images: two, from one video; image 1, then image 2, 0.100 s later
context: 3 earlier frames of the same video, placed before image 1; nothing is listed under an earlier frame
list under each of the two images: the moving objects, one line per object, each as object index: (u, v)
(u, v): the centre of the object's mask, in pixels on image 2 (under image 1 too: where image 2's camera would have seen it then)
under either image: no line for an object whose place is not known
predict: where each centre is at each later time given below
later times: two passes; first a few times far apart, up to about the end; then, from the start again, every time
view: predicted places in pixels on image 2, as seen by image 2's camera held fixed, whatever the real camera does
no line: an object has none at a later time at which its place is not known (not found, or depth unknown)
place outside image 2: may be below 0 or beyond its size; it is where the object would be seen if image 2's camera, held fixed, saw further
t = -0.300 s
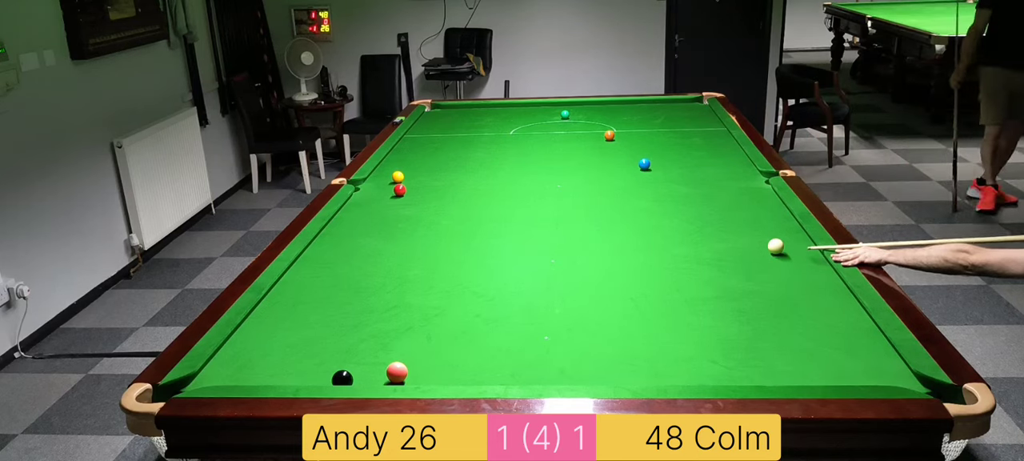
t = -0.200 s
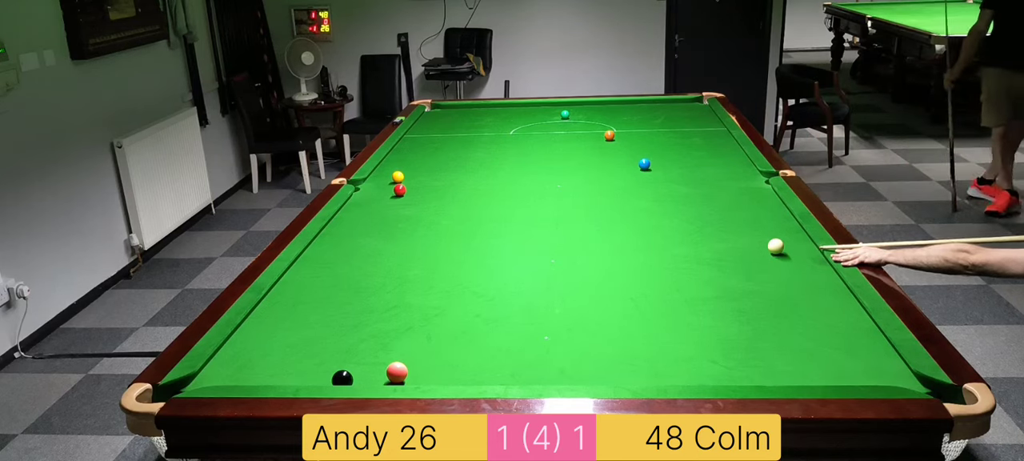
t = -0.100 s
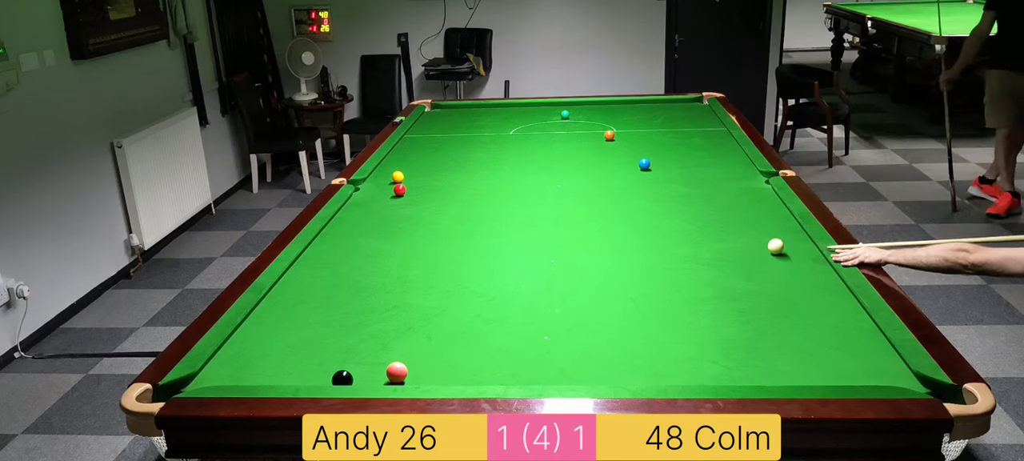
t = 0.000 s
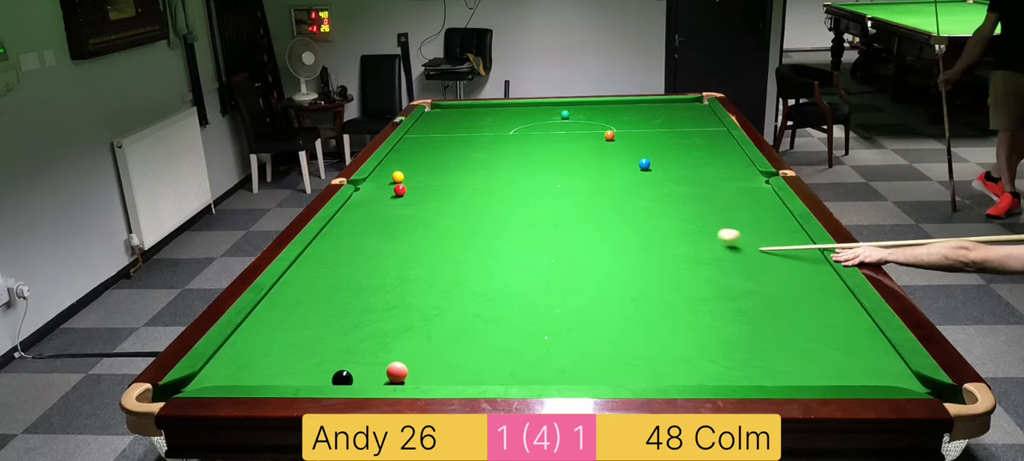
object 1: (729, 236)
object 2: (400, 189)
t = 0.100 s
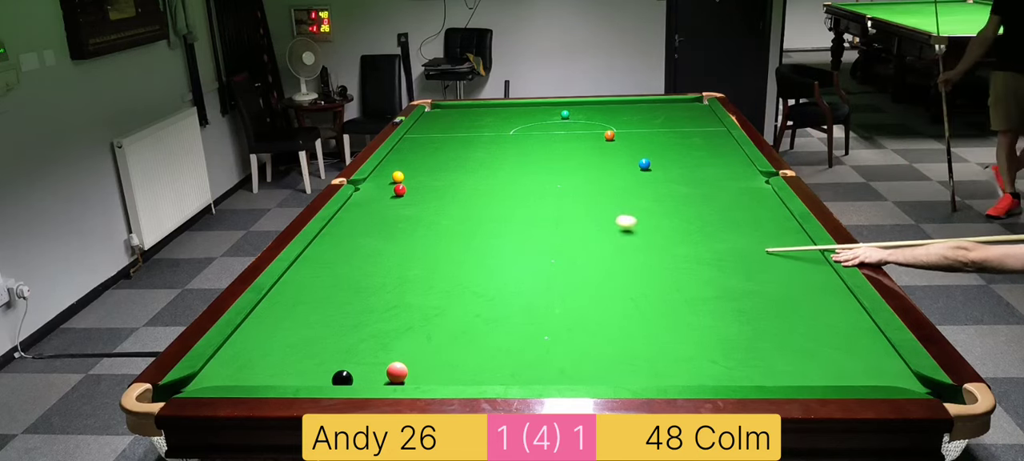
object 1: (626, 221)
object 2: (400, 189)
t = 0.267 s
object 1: (487, 203)
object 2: (400, 189)
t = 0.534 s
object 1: (408, 192)
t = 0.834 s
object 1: (408, 193)
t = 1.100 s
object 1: (409, 193)
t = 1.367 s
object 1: (409, 193)
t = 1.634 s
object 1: (409, 193)
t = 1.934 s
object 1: (409, 193)
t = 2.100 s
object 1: (409, 193)
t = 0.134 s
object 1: (595, 218)
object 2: (400, 189)
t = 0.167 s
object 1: (566, 214)
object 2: (400, 189)
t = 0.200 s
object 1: (538, 210)
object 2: (400, 189)
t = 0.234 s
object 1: (512, 206)
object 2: (400, 189)
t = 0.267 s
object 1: (487, 203)
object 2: (400, 189)
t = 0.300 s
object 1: (464, 199)
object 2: (399, 189)
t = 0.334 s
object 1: (441, 196)
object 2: (399, 190)
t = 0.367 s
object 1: (420, 193)
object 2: (399, 190)
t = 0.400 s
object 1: (409, 191)
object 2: (391, 188)
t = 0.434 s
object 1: (408, 191)
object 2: (374, 185)
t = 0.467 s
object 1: (408, 192)
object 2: (357, 182)
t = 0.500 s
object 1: (408, 192)
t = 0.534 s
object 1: (408, 192)
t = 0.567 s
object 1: (408, 192)
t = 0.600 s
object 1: (408, 192)
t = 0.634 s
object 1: (408, 192)
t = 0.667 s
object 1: (408, 192)
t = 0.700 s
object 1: (408, 192)
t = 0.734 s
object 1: (408, 192)
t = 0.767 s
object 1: (408, 192)
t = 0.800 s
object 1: (408, 193)
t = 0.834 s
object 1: (408, 193)
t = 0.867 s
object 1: (408, 193)
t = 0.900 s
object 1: (408, 193)
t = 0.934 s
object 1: (408, 193)
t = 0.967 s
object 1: (408, 193)
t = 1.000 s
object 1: (409, 193)
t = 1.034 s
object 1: (408, 193)
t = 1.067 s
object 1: (409, 193)
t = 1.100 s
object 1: (409, 193)
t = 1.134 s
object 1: (409, 193)
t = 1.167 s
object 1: (409, 193)
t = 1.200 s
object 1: (409, 193)
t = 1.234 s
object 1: (409, 193)
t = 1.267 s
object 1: (409, 193)
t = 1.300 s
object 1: (409, 193)
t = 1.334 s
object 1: (409, 193)
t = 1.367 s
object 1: (409, 193)
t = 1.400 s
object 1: (409, 193)
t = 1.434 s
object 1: (409, 193)
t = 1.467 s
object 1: (409, 193)
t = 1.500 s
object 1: (409, 193)
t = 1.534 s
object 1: (409, 193)
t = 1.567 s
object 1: (409, 193)
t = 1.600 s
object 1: (409, 193)
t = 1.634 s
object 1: (409, 193)
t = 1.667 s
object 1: (409, 193)
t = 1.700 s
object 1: (409, 193)
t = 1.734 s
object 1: (409, 193)
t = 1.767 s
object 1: (409, 193)
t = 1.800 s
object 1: (409, 193)
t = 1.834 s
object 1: (409, 193)
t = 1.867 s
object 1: (409, 193)
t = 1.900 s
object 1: (409, 193)
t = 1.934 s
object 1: (409, 193)
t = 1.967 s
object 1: (409, 193)
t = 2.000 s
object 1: (409, 193)
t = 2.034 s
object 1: (409, 193)
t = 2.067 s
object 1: (409, 193)
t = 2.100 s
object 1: (409, 193)
